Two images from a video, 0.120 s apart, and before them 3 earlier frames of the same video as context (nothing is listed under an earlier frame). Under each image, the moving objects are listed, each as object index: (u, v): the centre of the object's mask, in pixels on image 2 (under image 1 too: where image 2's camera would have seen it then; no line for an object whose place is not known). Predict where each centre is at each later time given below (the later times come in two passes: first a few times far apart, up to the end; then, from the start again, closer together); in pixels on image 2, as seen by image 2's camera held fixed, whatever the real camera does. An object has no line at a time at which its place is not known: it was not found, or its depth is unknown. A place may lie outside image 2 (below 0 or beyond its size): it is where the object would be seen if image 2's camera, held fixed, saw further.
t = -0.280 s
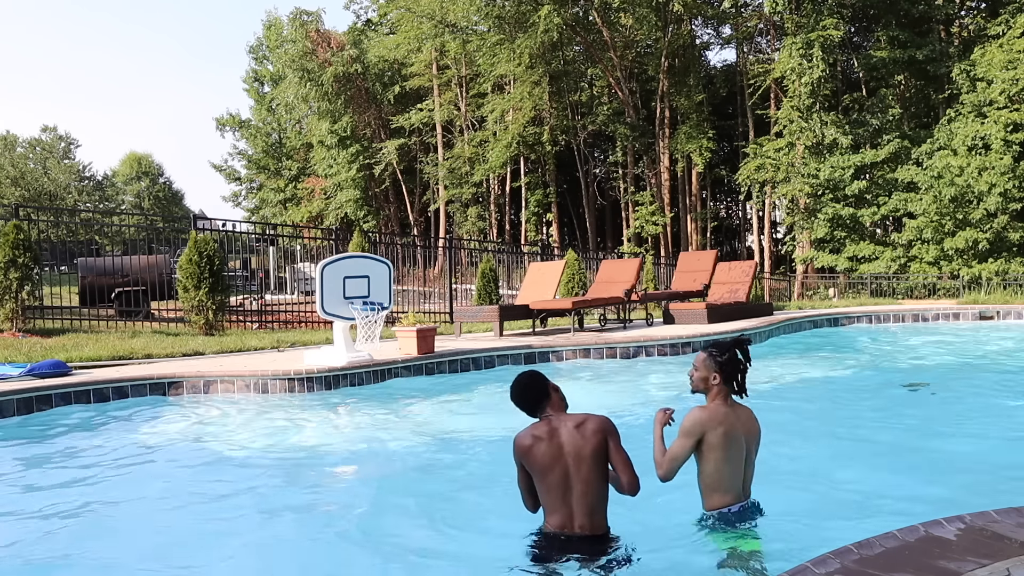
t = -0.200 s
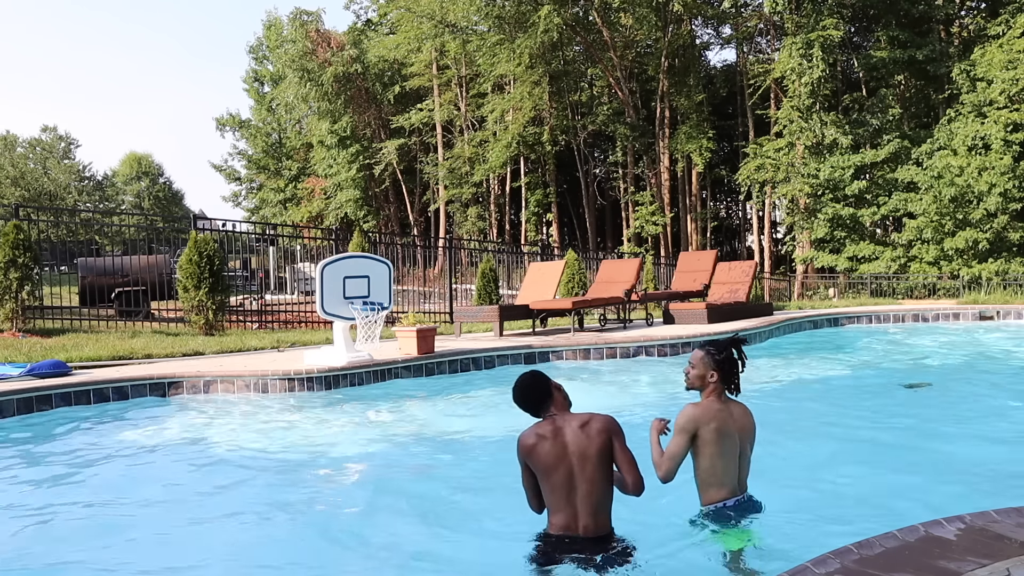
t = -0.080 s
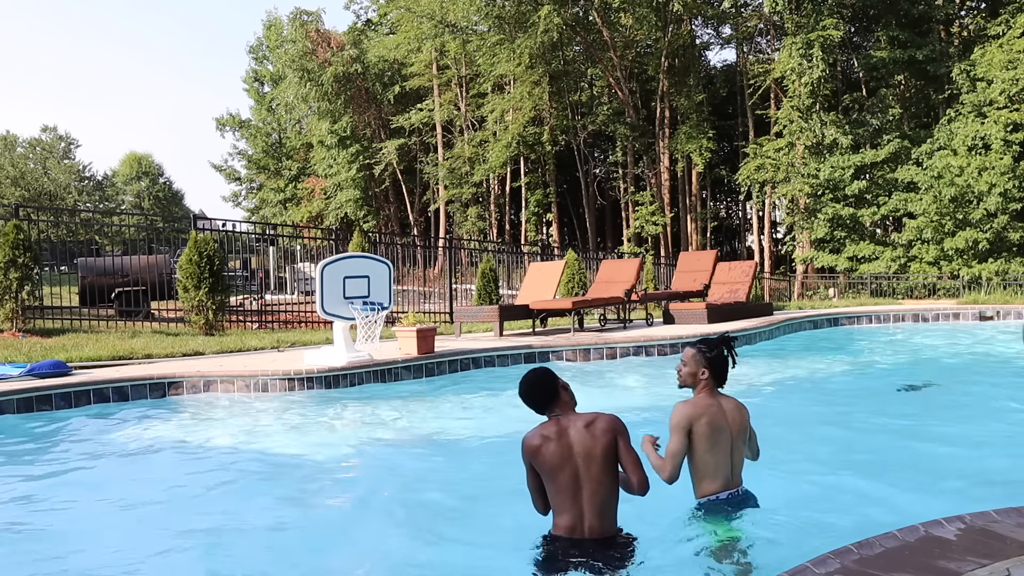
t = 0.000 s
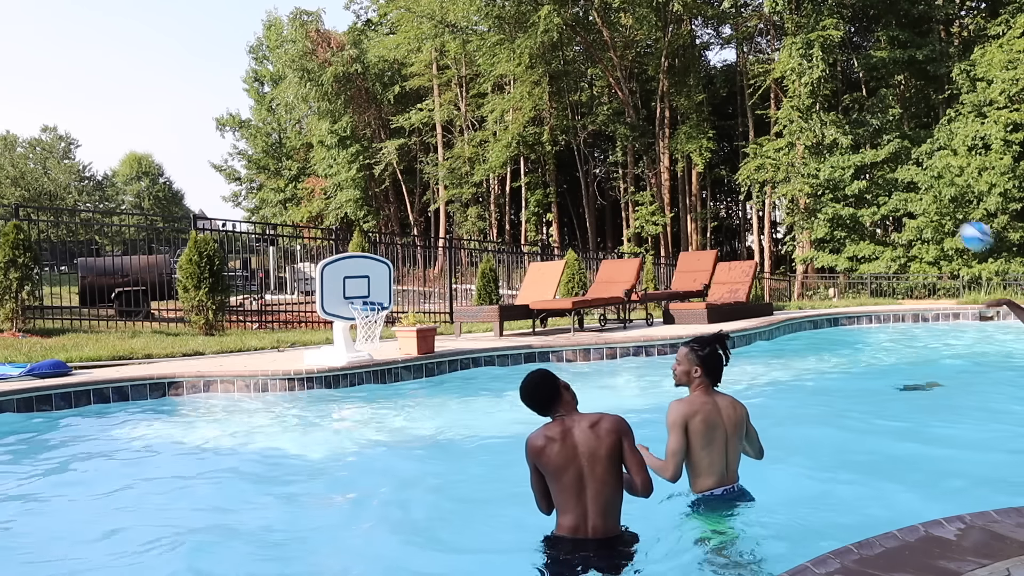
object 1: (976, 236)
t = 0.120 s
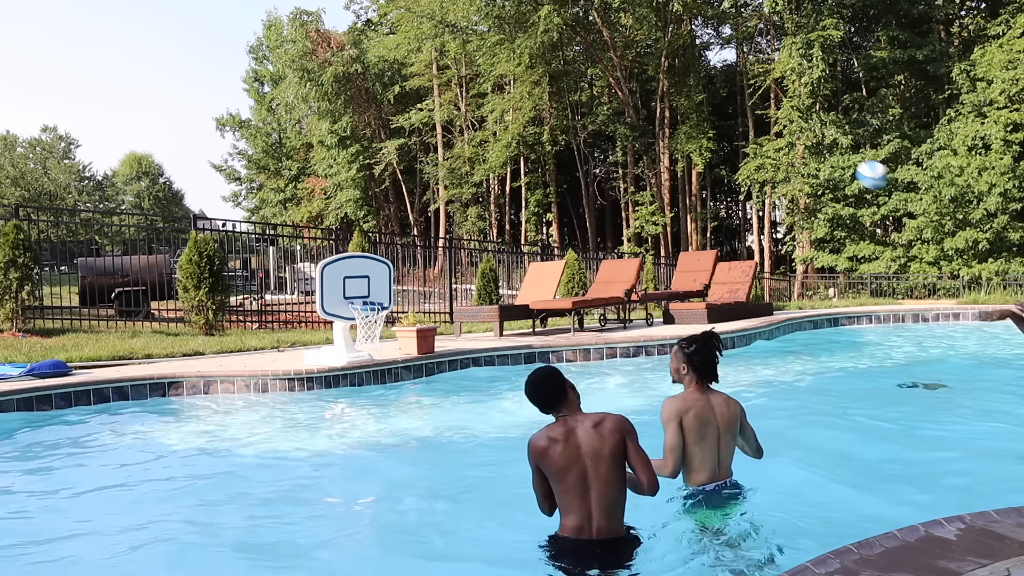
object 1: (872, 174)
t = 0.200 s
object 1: (807, 148)
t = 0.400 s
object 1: (664, 126)
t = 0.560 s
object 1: (563, 148)
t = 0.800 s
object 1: (434, 233)
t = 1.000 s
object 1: (360, 312)
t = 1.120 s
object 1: (341, 331)
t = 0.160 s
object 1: (839, 159)
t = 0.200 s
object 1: (807, 148)
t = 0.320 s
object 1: (719, 128)
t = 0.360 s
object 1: (691, 126)
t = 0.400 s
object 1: (664, 126)
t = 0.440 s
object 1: (637, 129)
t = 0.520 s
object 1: (587, 139)
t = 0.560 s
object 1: (563, 148)
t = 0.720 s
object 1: (474, 197)
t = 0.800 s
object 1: (434, 233)
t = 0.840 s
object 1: (414, 252)
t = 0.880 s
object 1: (397, 272)
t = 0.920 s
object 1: (378, 295)
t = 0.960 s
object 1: (367, 309)
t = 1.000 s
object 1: (360, 312)
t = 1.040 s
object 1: (353, 316)
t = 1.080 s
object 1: (349, 321)
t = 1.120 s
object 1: (341, 331)
